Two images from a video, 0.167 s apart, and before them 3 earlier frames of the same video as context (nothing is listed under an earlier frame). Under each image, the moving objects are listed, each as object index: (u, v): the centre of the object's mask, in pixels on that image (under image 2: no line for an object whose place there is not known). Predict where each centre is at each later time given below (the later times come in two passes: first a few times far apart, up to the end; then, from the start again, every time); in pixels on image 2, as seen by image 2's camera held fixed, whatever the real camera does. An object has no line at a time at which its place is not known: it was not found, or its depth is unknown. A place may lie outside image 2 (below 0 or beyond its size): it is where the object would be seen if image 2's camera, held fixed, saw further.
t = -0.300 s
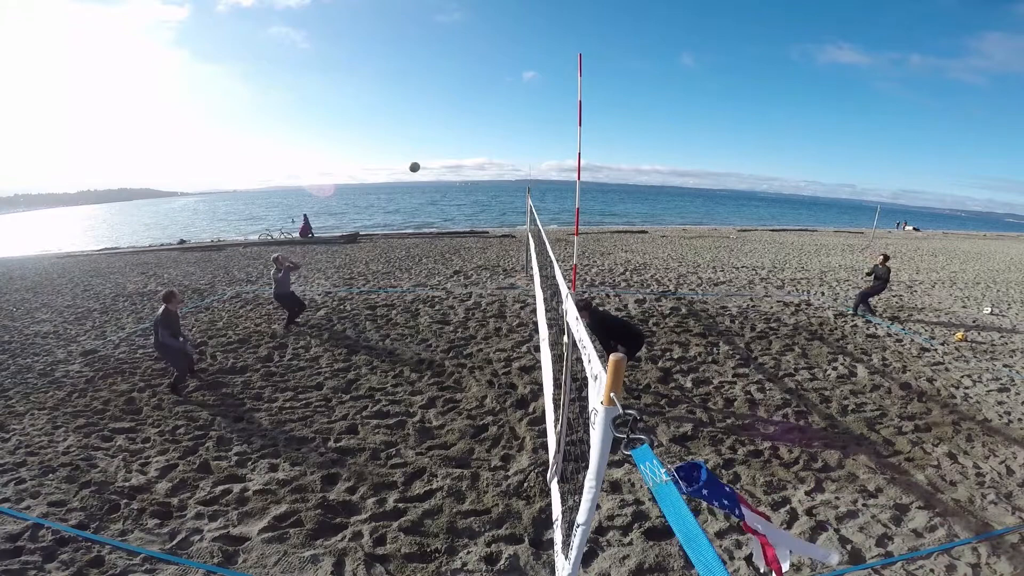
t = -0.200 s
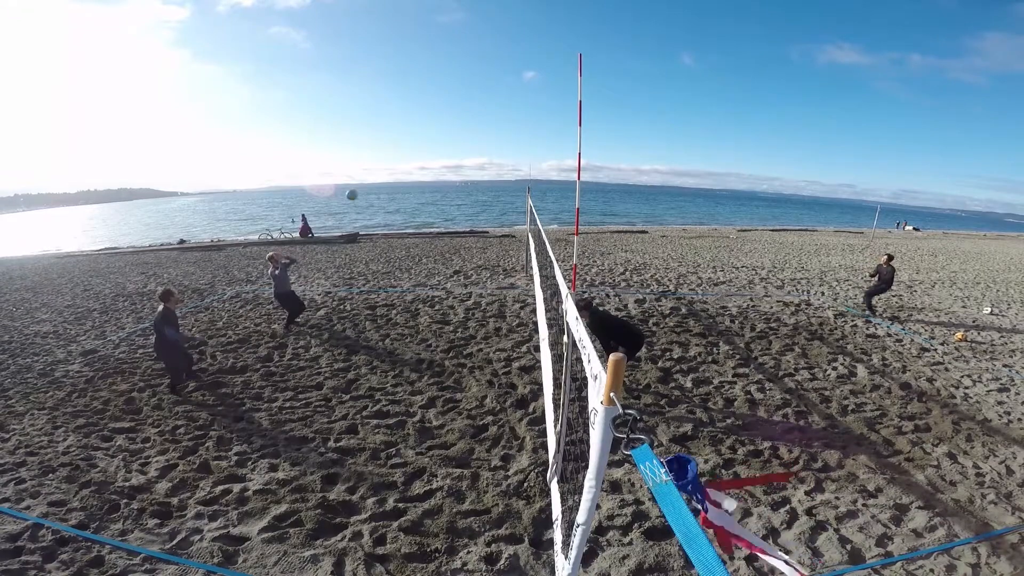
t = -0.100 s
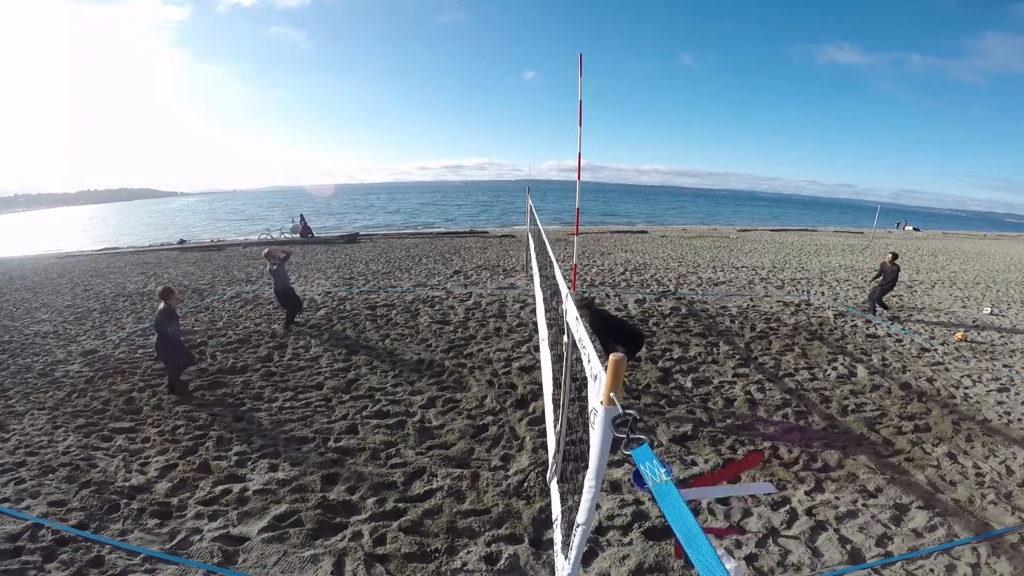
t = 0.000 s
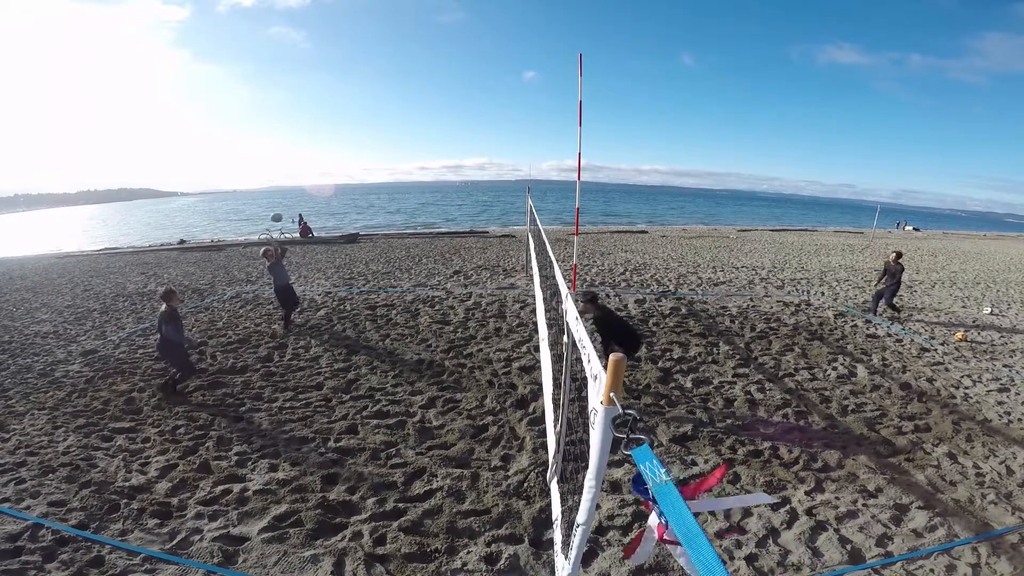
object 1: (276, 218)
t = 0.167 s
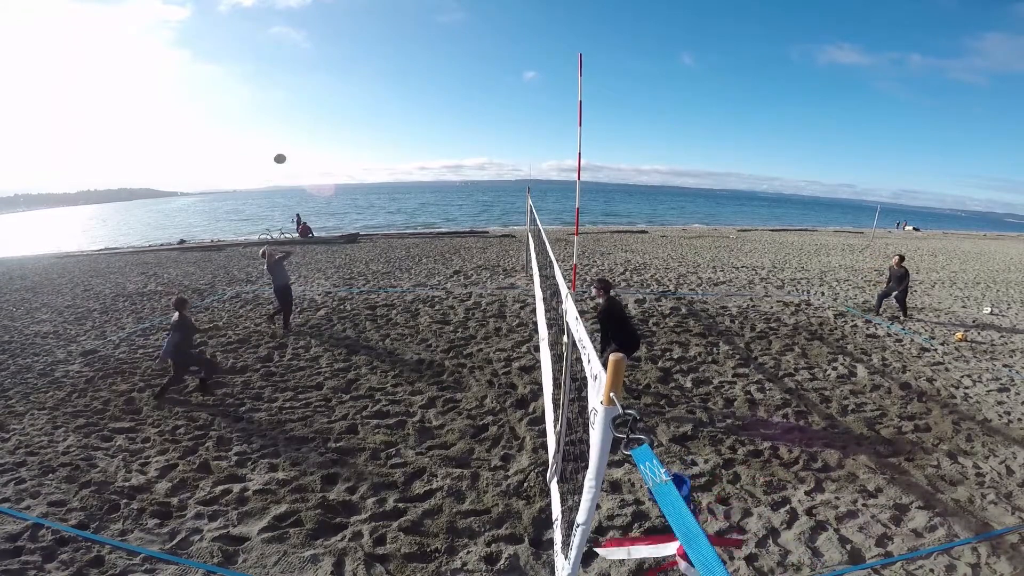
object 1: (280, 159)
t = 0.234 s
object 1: (282, 139)
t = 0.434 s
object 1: (293, 92)
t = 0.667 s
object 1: (307, 59)
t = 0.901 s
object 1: (322, 51)
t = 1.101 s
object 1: (336, 65)
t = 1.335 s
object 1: (355, 112)
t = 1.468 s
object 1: (368, 158)
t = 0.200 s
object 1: (281, 148)
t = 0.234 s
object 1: (282, 139)
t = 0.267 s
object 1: (283, 130)
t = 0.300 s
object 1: (285, 121)
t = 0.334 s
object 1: (287, 113)
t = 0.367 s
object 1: (289, 105)
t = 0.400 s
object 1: (291, 98)
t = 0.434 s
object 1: (293, 92)
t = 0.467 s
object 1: (295, 85)
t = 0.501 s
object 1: (297, 80)
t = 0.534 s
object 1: (299, 75)
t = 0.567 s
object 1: (301, 70)
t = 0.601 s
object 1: (303, 66)
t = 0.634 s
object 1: (305, 62)
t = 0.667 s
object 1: (307, 59)
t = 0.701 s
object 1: (309, 57)
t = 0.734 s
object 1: (312, 54)
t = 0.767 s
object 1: (314, 53)
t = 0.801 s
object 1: (316, 51)
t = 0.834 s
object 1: (318, 51)
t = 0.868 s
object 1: (320, 51)
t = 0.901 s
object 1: (322, 51)
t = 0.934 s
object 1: (325, 52)
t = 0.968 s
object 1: (327, 53)
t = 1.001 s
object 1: (329, 55)
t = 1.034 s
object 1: (331, 58)
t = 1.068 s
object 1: (333, 61)
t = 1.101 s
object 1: (336, 65)
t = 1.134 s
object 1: (338, 69)
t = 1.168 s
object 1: (340, 74)
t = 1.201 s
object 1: (343, 80)
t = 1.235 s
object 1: (346, 87)
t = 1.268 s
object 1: (349, 95)
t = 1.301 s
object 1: (352, 103)
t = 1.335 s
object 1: (355, 112)
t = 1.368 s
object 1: (358, 122)
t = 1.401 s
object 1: (361, 133)
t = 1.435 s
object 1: (365, 145)
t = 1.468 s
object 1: (368, 158)
